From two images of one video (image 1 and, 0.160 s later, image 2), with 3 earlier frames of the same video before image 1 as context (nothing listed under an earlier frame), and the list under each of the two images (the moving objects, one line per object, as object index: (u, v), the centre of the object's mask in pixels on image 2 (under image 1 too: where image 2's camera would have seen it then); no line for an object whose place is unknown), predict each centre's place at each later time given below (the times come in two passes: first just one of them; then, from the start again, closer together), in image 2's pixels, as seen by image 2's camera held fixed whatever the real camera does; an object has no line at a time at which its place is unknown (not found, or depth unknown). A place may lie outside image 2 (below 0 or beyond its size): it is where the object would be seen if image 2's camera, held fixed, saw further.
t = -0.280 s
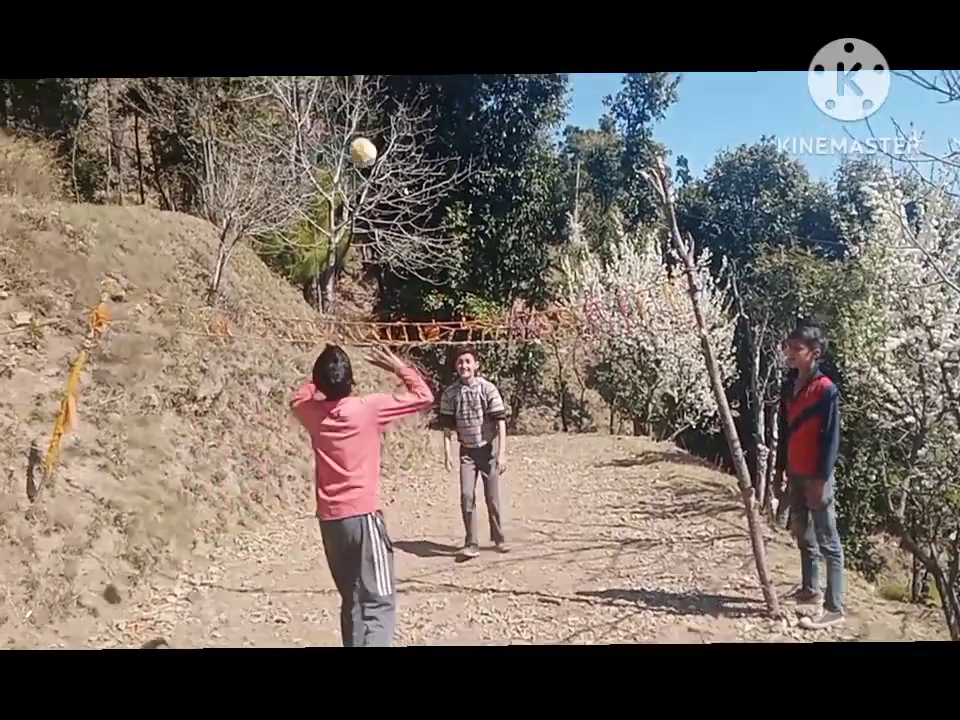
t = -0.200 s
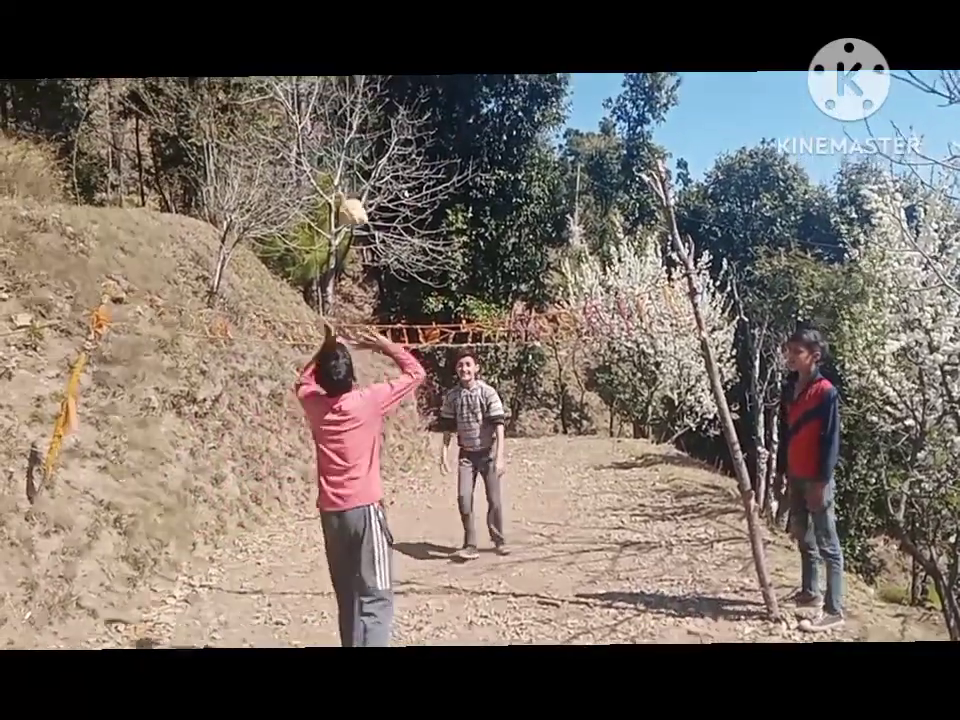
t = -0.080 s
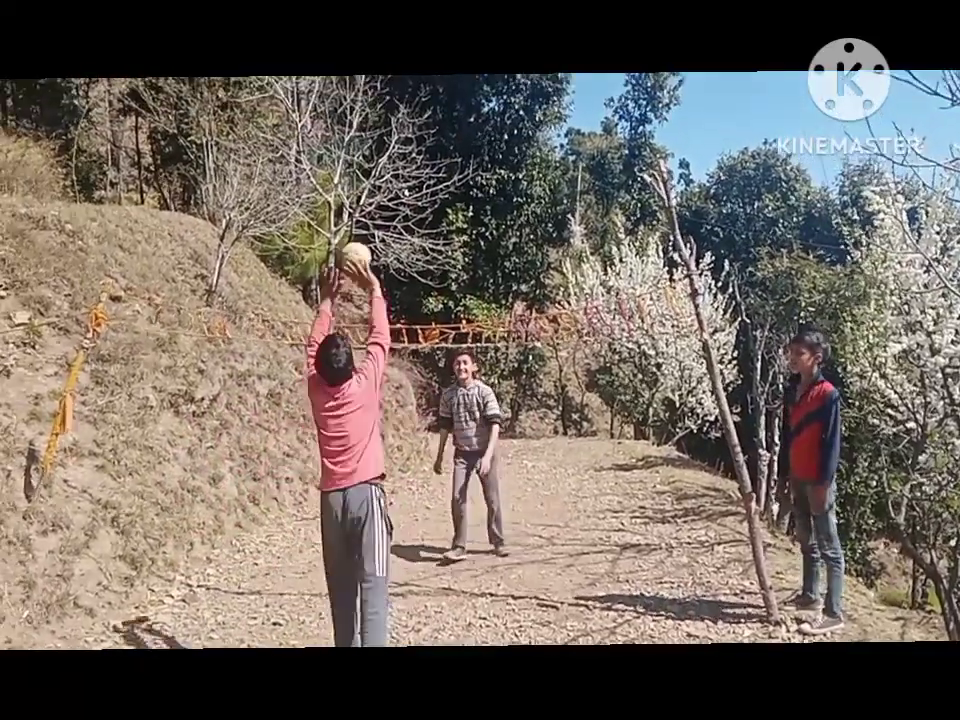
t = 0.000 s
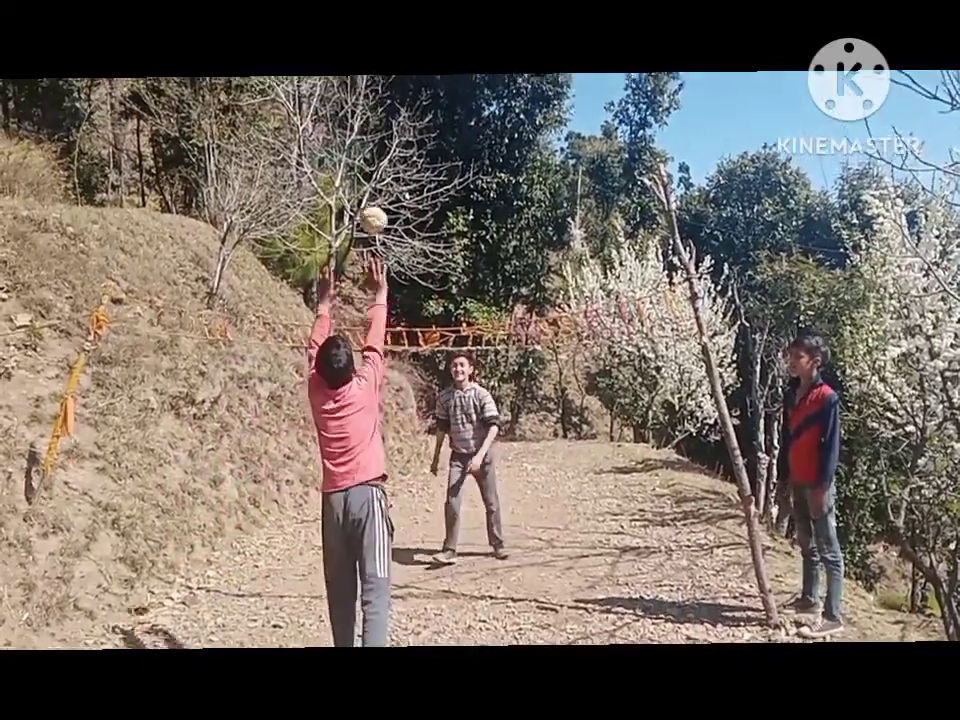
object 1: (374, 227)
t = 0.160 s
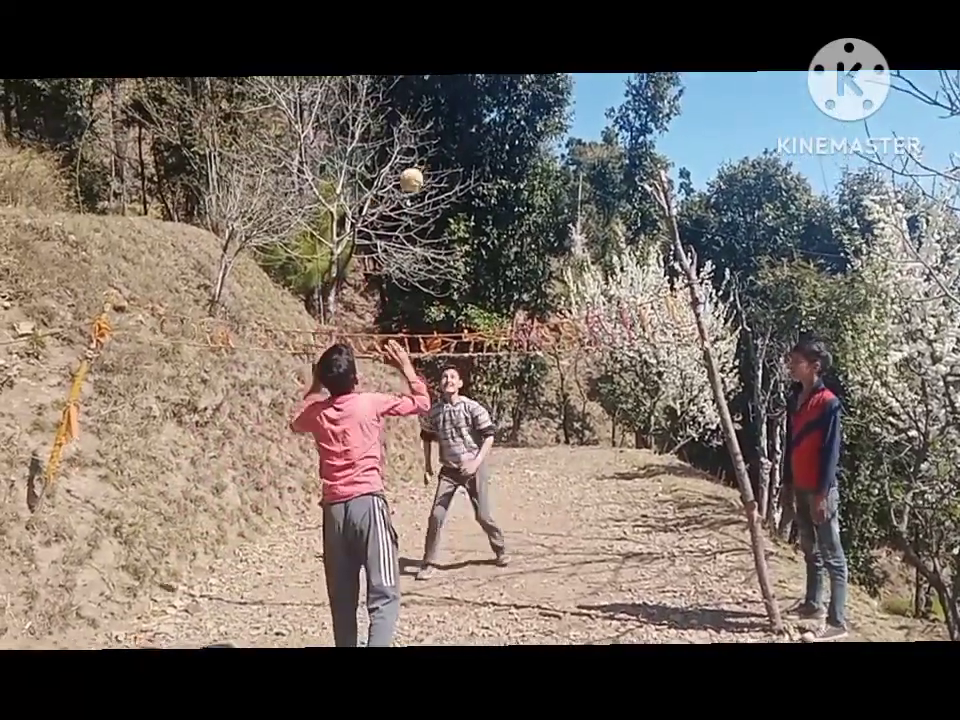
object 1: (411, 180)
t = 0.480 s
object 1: (461, 225)
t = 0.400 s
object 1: (452, 204)
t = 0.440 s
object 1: (457, 213)
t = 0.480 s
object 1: (461, 225)
